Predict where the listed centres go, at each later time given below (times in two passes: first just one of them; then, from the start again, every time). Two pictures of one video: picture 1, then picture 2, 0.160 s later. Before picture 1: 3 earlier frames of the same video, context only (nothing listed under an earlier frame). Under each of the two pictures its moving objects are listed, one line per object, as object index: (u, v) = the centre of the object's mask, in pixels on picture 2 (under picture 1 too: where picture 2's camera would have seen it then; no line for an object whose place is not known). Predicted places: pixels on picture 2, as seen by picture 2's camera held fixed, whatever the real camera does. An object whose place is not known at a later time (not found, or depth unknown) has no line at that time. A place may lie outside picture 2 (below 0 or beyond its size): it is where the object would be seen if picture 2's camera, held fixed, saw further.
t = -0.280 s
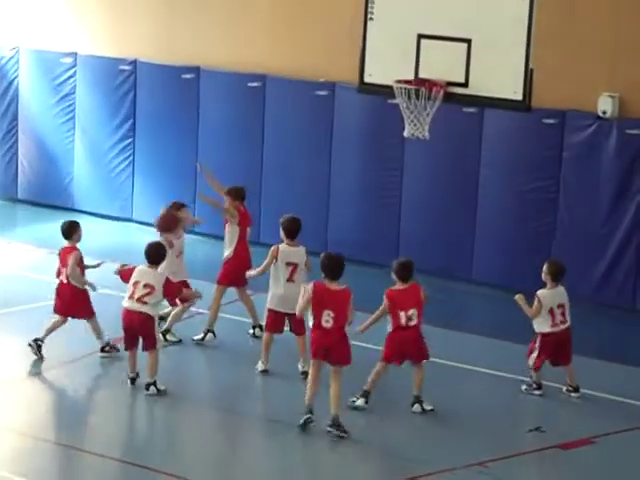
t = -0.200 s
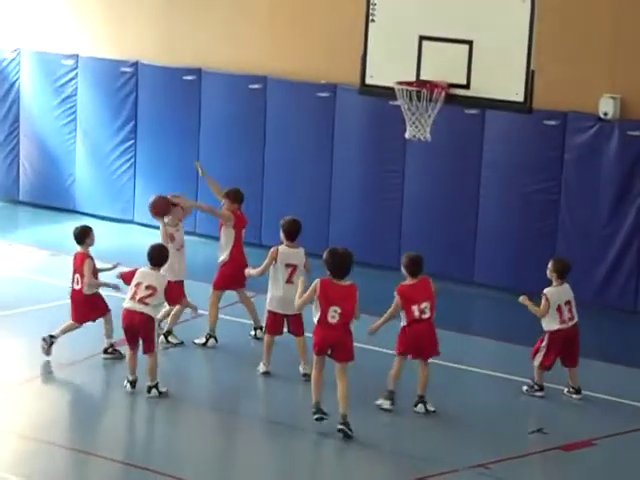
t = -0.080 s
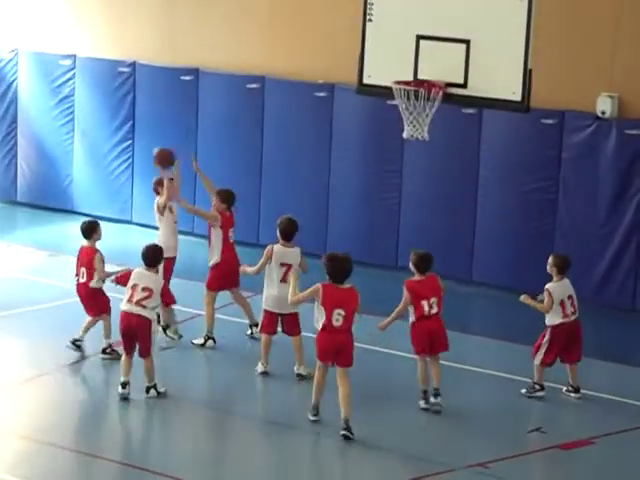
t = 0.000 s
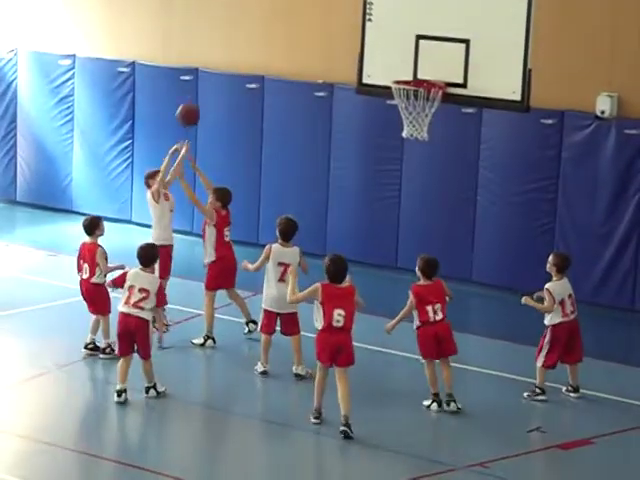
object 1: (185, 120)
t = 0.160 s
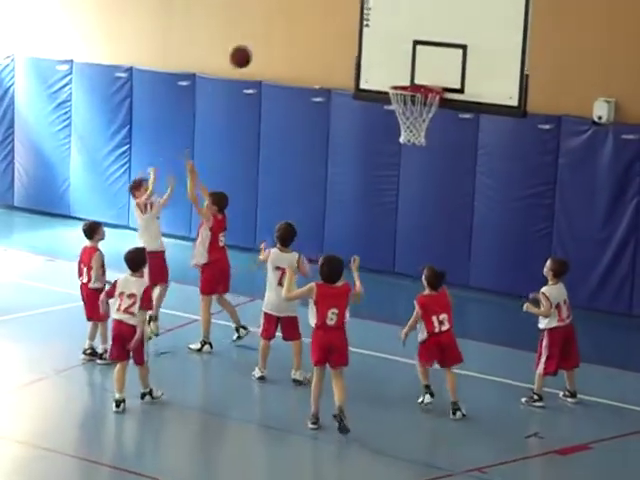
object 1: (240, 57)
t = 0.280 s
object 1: (280, 27)
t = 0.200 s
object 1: (253, 45)
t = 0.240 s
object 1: (266, 35)
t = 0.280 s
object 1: (280, 27)
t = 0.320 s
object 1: (293, 20)
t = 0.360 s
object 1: (306, 15)
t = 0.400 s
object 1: (320, 12)
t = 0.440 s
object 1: (332, 11)
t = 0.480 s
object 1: (344, 11)
